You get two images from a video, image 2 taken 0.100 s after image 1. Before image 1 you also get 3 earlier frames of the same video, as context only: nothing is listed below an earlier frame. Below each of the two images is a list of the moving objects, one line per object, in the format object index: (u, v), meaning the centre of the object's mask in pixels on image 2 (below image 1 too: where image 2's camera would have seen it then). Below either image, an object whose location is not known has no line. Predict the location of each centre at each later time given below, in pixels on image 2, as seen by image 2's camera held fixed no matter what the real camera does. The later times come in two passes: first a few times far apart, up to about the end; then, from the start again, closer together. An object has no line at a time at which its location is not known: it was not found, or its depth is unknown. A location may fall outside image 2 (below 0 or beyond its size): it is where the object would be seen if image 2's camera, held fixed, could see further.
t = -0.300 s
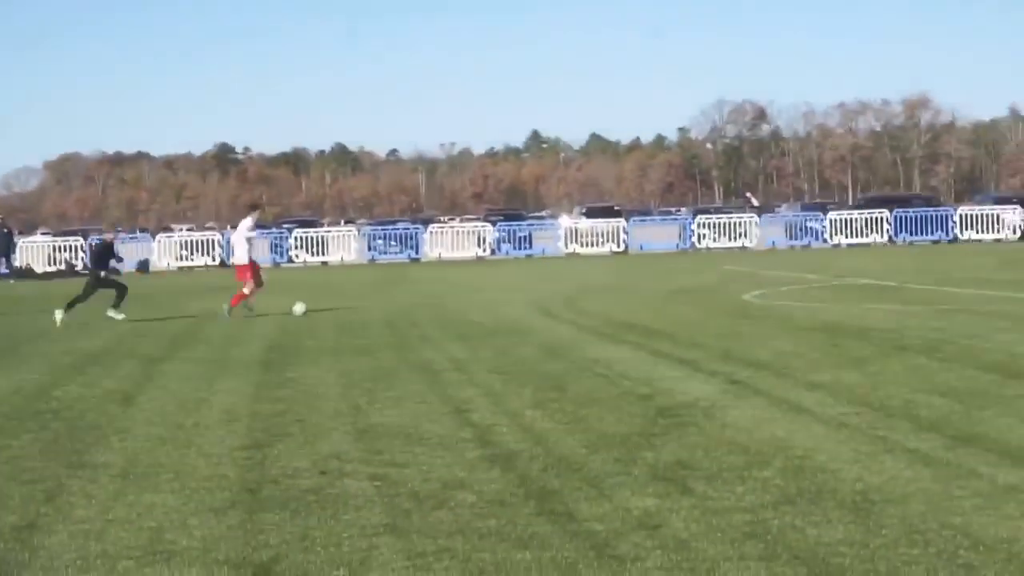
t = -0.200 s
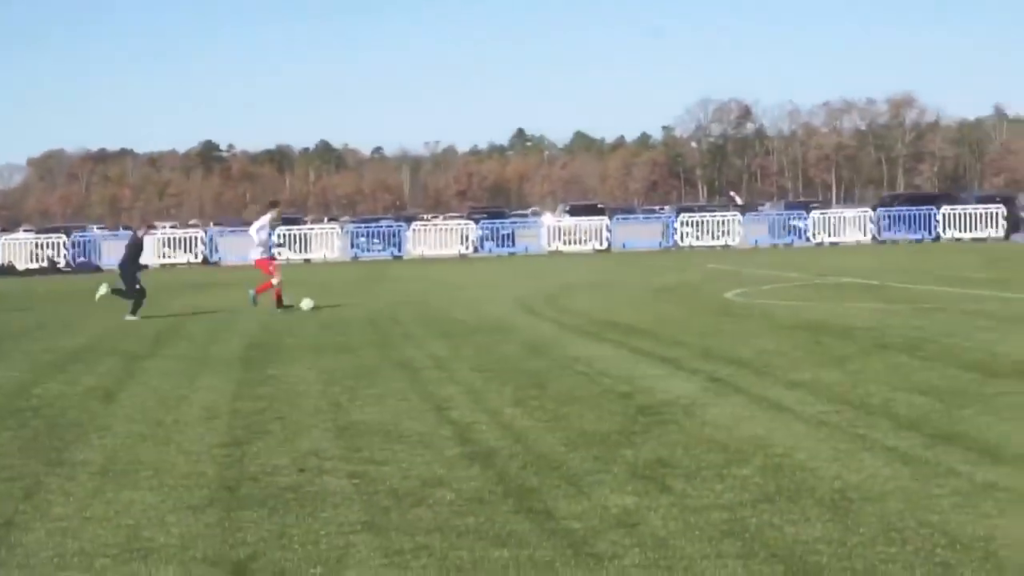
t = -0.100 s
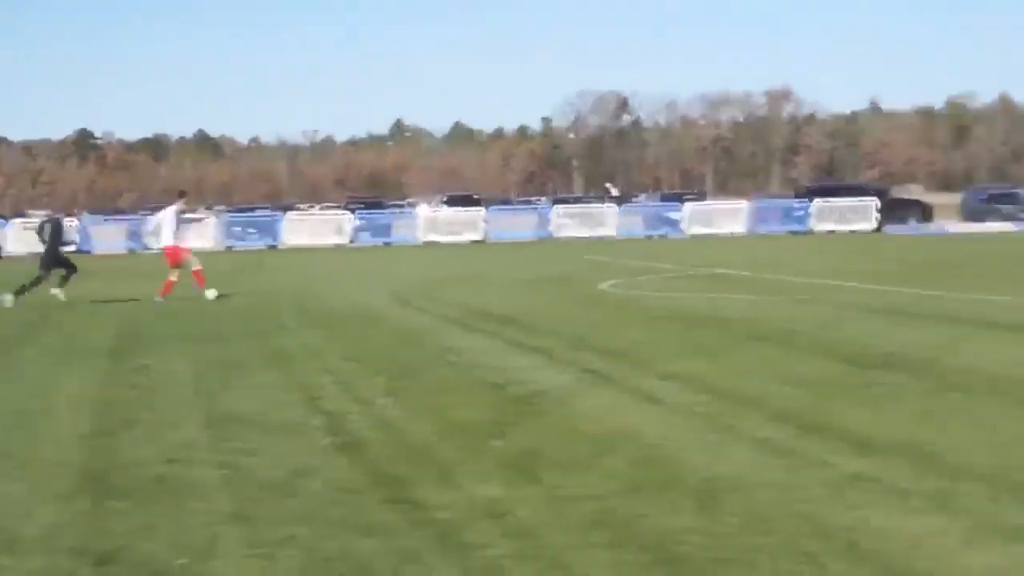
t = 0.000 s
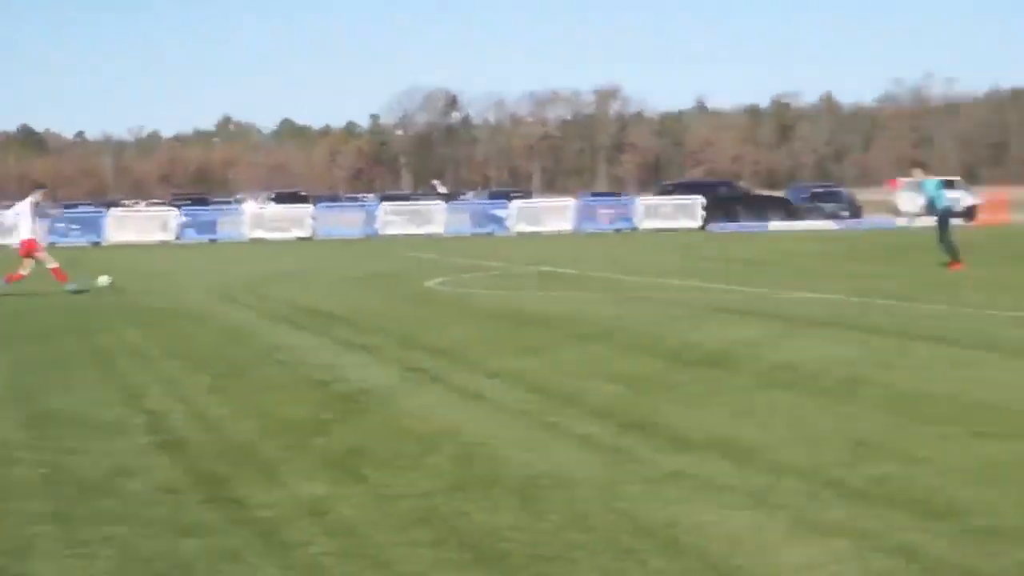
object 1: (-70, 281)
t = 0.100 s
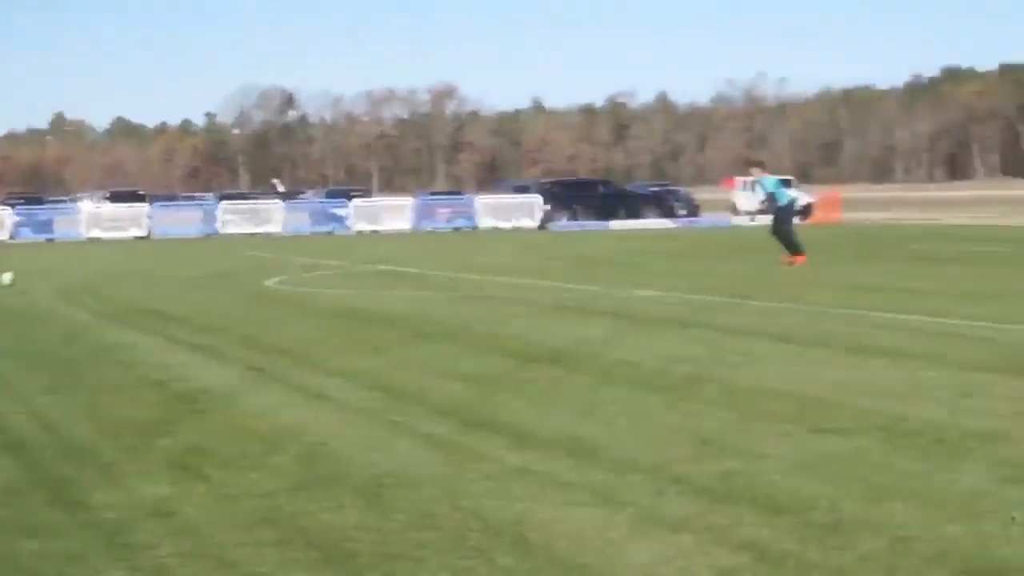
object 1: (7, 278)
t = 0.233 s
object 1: (97, 286)
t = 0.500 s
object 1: (224, 277)
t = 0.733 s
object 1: (323, 275)
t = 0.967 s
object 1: (413, 277)
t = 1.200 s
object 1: (497, 277)
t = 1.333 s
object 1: (541, 276)
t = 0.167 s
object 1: (55, 282)
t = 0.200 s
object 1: (76, 284)
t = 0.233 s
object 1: (97, 286)
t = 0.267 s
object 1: (114, 284)
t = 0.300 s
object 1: (130, 280)
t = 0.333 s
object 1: (146, 276)
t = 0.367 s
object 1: (162, 275)
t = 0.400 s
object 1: (178, 274)
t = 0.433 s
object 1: (195, 275)
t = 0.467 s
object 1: (209, 276)
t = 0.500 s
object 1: (224, 277)
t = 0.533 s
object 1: (240, 280)
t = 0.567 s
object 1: (254, 282)
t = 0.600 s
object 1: (270, 280)
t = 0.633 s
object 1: (282, 279)
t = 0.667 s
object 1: (295, 276)
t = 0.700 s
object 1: (310, 275)
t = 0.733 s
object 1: (323, 275)
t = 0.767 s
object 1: (335, 276)
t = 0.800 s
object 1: (349, 278)
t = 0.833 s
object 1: (362, 280)
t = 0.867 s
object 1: (374, 280)
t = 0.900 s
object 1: (388, 278)
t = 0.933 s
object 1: (401, 278)
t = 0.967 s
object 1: (413, 277)
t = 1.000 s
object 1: (426, 277)
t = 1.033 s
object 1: (438, 278)
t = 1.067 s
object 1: (450, 279)
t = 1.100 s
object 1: (460, 278)
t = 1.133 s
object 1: (473, 277)
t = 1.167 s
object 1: (485, 276)
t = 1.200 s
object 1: (497, 277)
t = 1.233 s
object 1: (507, 276)
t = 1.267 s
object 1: (519, 276)
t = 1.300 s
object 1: (531, 277)
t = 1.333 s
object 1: (541, 276)
